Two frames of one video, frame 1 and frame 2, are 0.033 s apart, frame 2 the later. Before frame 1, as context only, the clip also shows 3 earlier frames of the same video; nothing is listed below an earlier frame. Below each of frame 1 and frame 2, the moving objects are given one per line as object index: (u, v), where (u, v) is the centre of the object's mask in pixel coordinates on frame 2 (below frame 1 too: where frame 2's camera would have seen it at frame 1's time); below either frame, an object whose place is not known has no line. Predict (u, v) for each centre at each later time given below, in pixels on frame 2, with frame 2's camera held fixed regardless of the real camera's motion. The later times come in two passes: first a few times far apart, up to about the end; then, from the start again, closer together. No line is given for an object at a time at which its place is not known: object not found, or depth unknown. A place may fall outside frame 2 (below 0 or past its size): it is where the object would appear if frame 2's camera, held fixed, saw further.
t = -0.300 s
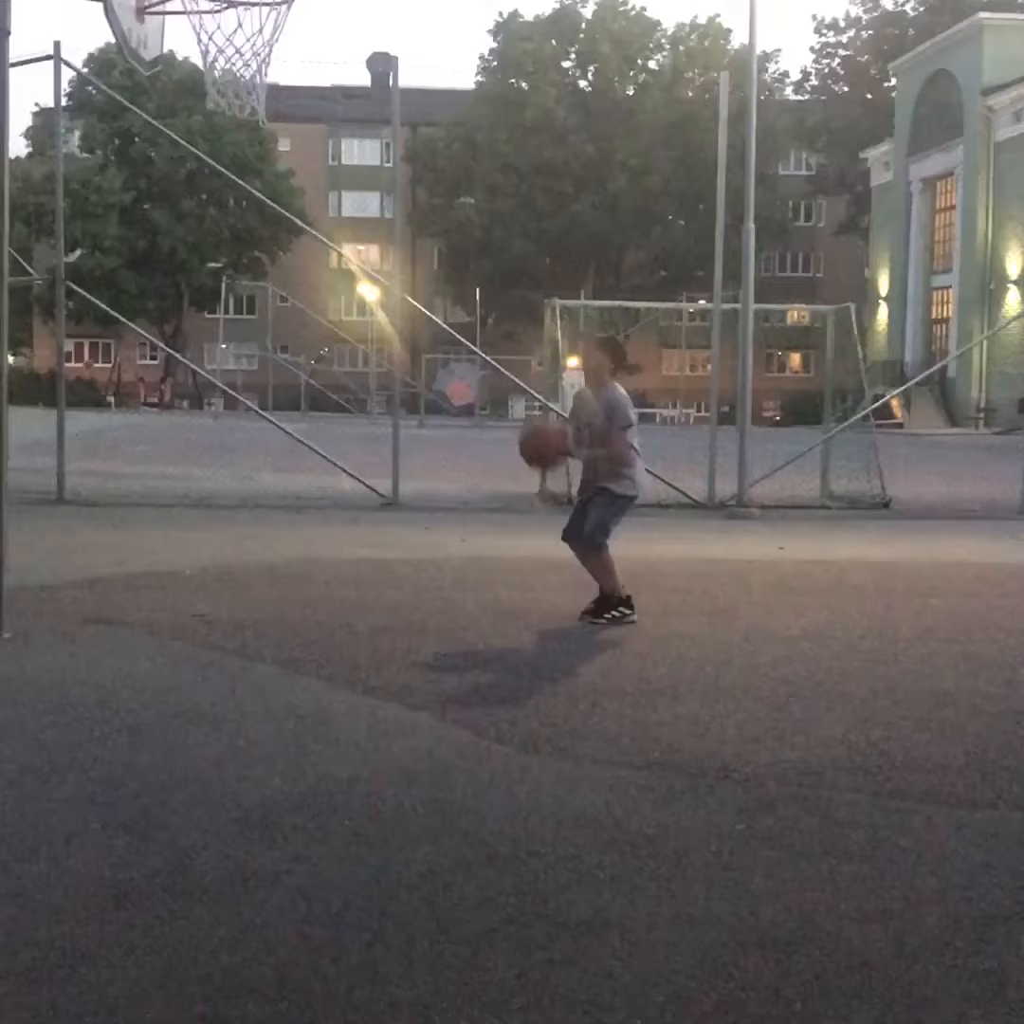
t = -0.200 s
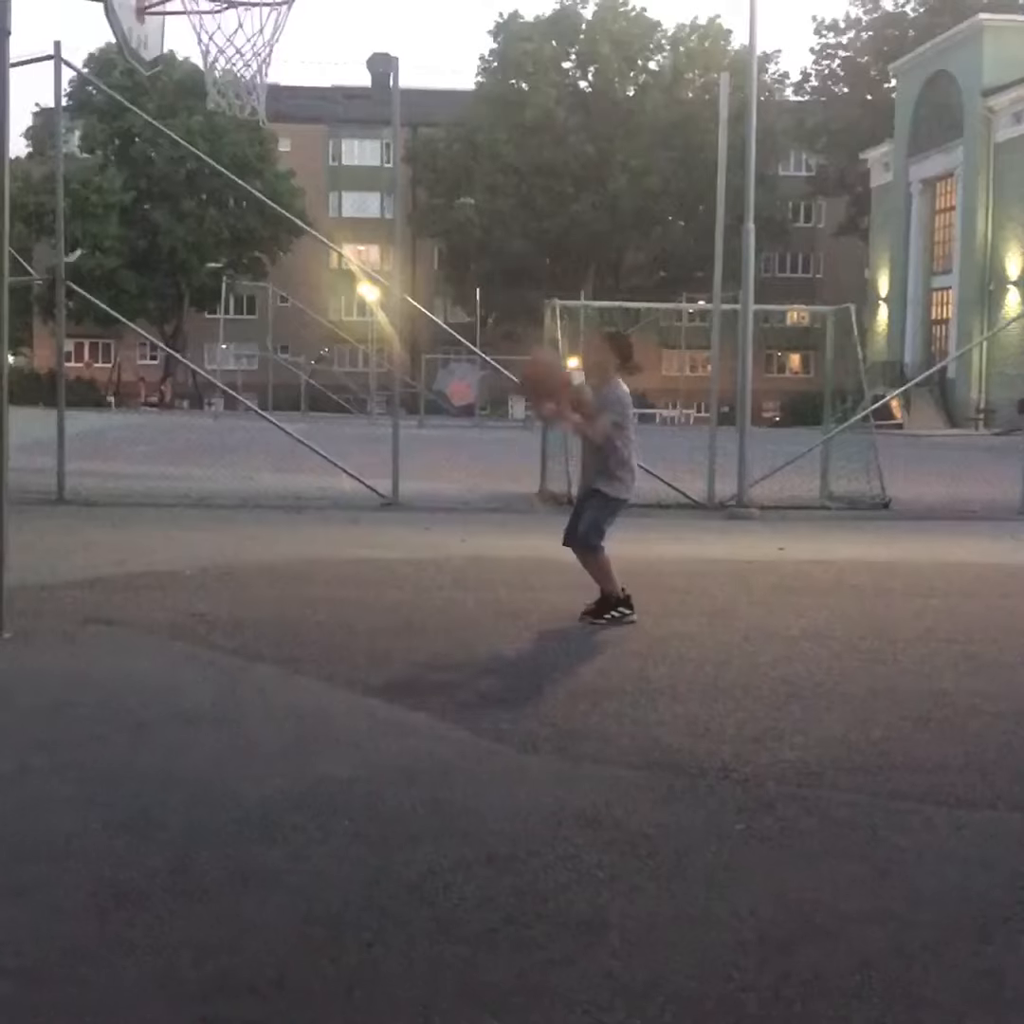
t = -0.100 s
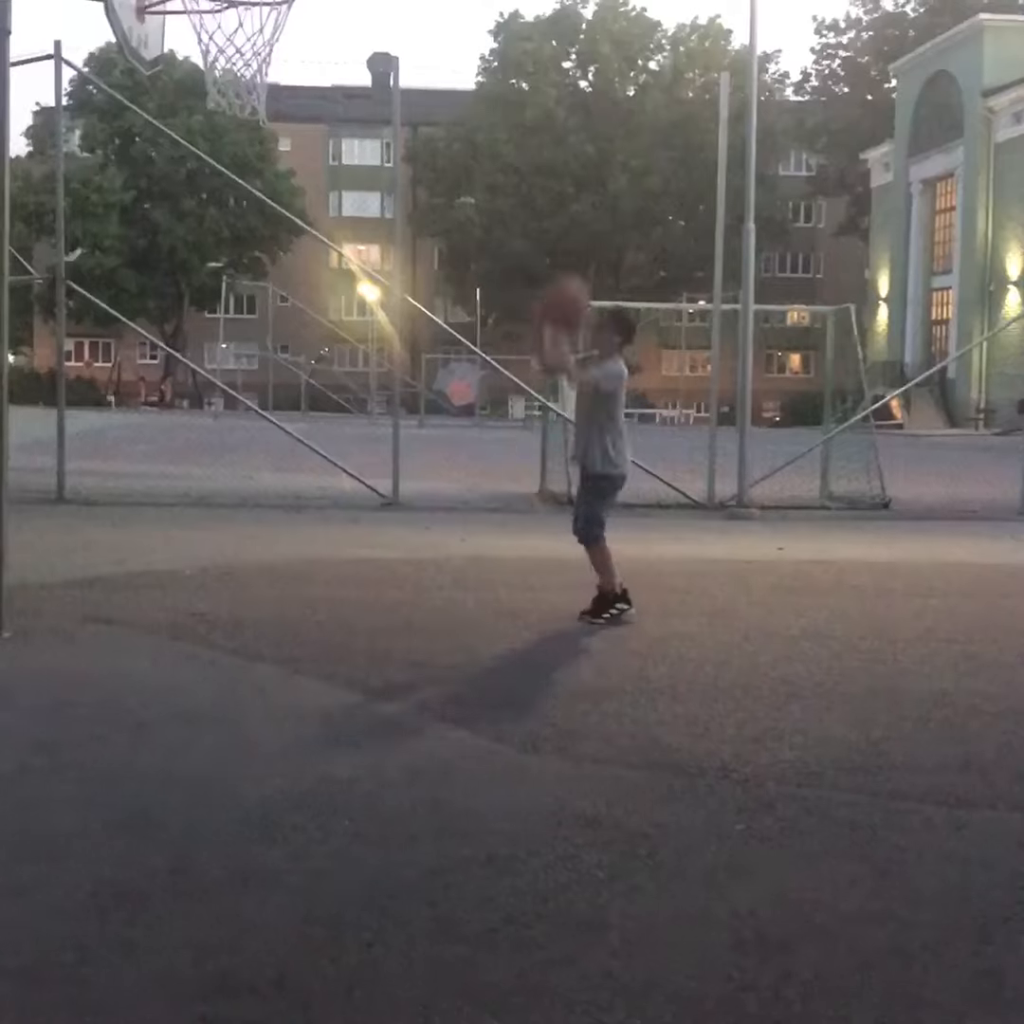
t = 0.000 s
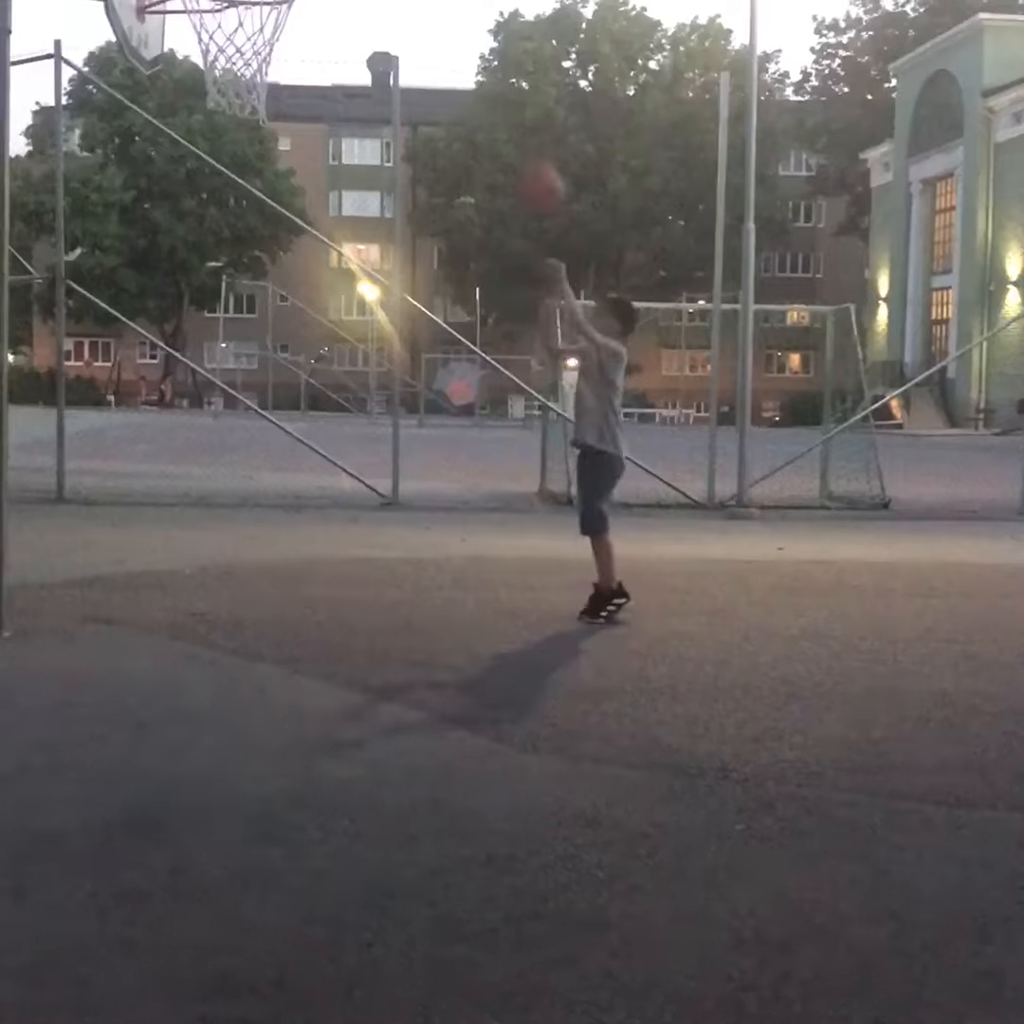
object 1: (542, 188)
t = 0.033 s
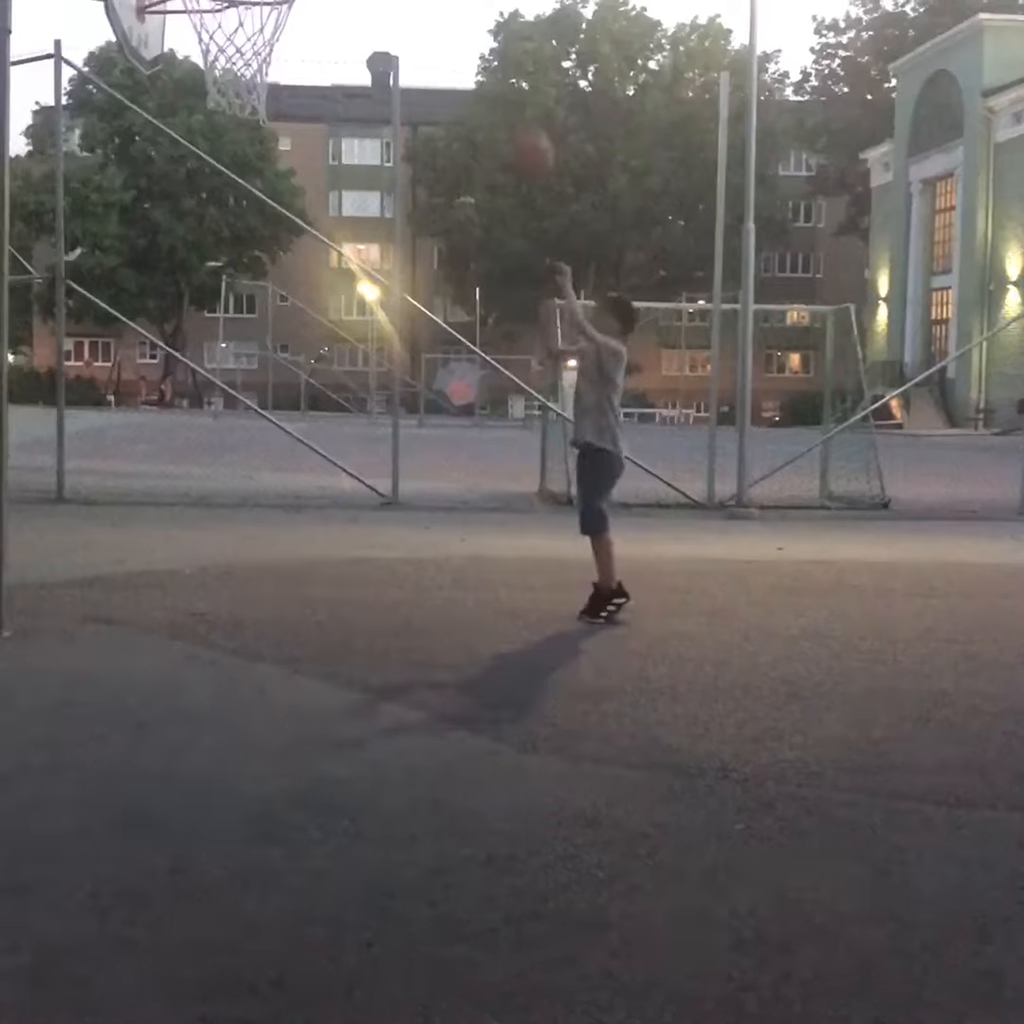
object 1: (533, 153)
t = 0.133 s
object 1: (493, 64)
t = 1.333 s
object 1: (160, 502)
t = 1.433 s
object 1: (158, 591)
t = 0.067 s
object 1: (518, 122)
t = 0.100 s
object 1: (505, 91)
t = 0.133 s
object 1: (493, 64)
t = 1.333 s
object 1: (160, 502)
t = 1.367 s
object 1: (157, 555)
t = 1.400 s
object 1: (153, 608)
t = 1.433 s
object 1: (158, 591)
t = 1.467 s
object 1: (166, 548)
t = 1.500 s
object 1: (174, 508)
